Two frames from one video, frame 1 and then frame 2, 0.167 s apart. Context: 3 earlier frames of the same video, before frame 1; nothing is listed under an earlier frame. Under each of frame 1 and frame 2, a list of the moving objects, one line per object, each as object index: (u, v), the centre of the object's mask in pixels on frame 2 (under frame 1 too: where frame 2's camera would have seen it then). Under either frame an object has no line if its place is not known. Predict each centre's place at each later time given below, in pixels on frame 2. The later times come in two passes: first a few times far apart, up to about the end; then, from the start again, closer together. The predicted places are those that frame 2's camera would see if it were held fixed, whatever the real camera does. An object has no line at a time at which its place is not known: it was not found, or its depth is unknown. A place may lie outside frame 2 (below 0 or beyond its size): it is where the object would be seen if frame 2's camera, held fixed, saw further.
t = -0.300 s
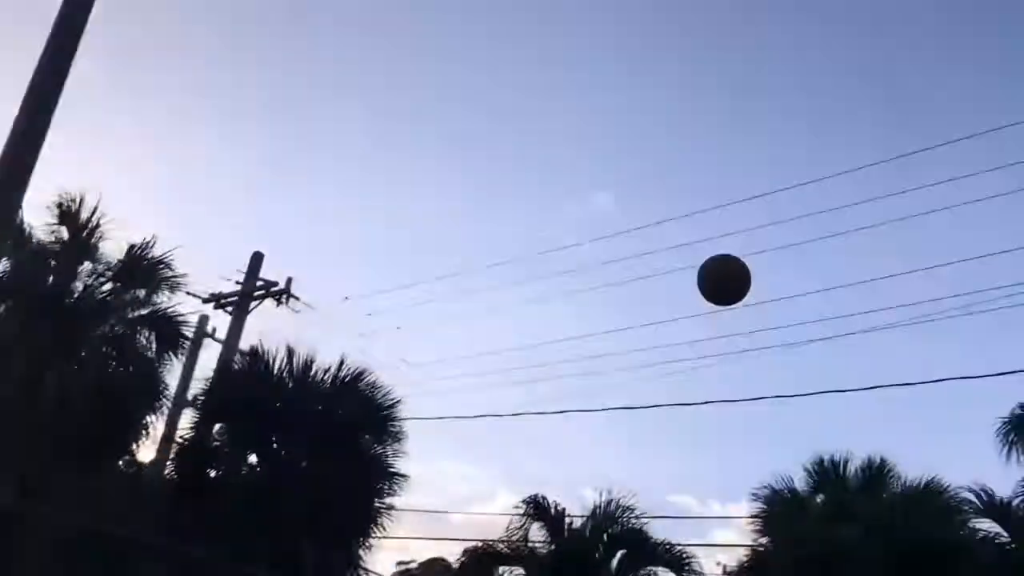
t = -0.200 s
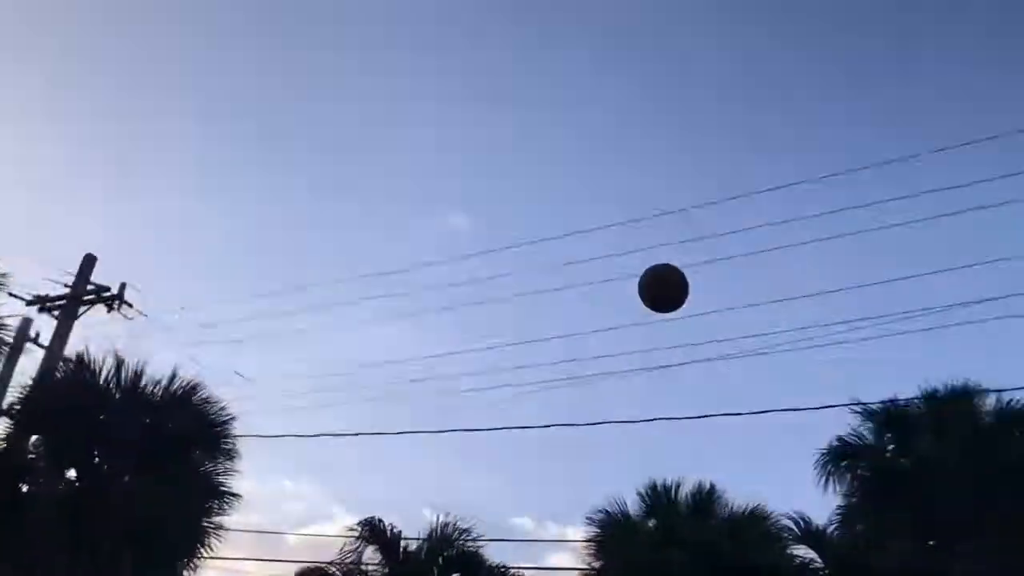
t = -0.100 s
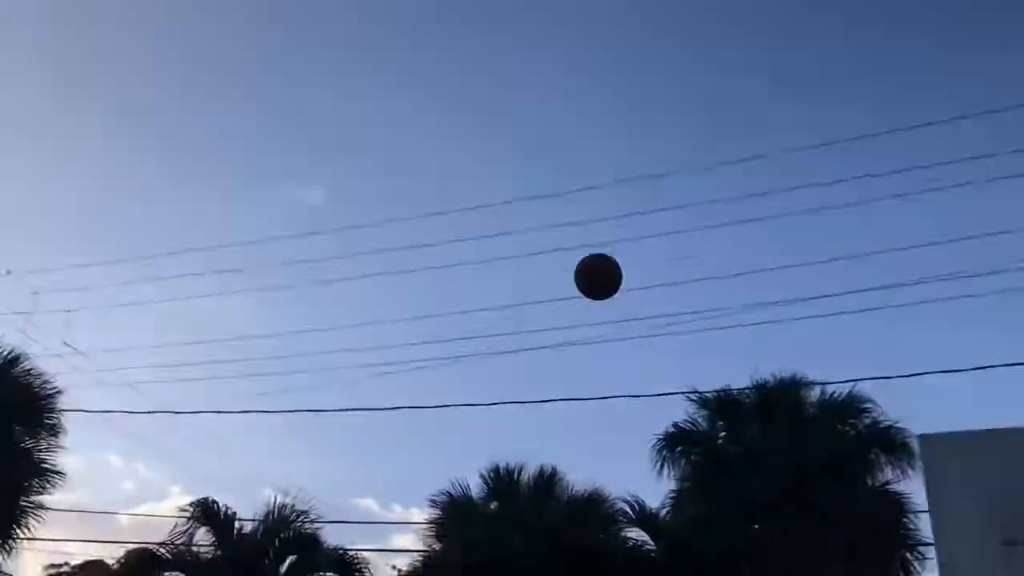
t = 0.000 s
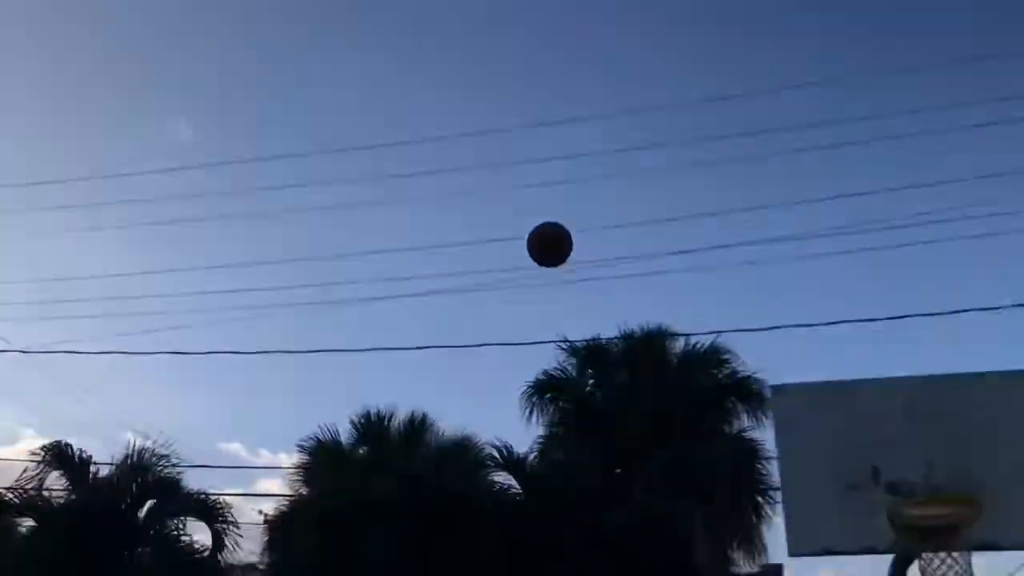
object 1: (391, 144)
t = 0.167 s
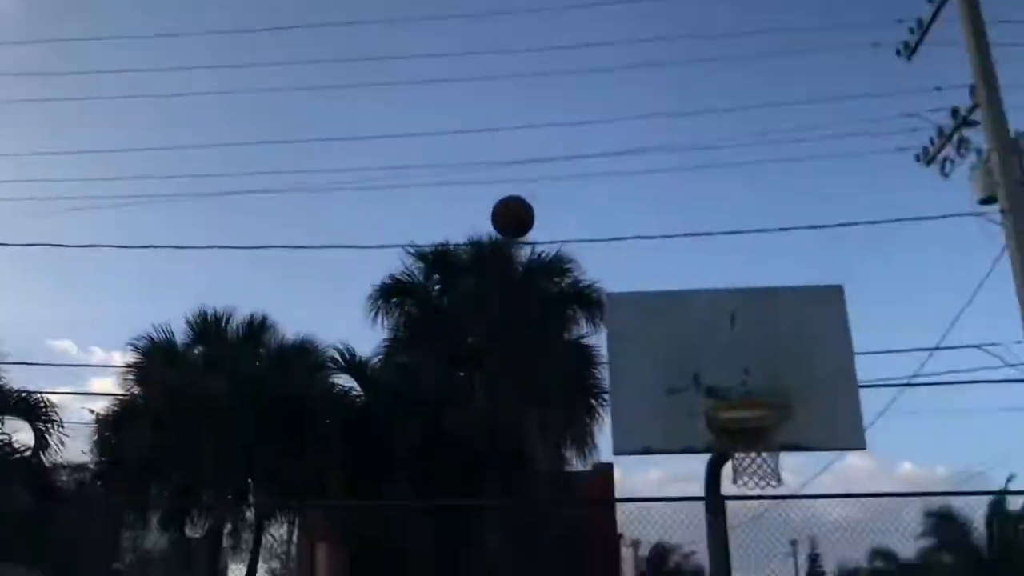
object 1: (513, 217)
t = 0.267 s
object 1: (577, 273)
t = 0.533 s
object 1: (650, 449)
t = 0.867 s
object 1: (511, 629)
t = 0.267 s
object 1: (577, 273)
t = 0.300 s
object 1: (598, 298)
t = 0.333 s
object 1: (619, 321)
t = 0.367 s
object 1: (638, 346)
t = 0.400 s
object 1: (659, 374)
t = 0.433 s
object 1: (678, 401)
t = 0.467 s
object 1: (678, 423)
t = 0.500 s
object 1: (663, 440)
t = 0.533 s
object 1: (650, 449)
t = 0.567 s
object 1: (638, 456)
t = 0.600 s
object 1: (626, 465)
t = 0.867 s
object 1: (511, 629)
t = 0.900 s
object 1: (496, 663)
